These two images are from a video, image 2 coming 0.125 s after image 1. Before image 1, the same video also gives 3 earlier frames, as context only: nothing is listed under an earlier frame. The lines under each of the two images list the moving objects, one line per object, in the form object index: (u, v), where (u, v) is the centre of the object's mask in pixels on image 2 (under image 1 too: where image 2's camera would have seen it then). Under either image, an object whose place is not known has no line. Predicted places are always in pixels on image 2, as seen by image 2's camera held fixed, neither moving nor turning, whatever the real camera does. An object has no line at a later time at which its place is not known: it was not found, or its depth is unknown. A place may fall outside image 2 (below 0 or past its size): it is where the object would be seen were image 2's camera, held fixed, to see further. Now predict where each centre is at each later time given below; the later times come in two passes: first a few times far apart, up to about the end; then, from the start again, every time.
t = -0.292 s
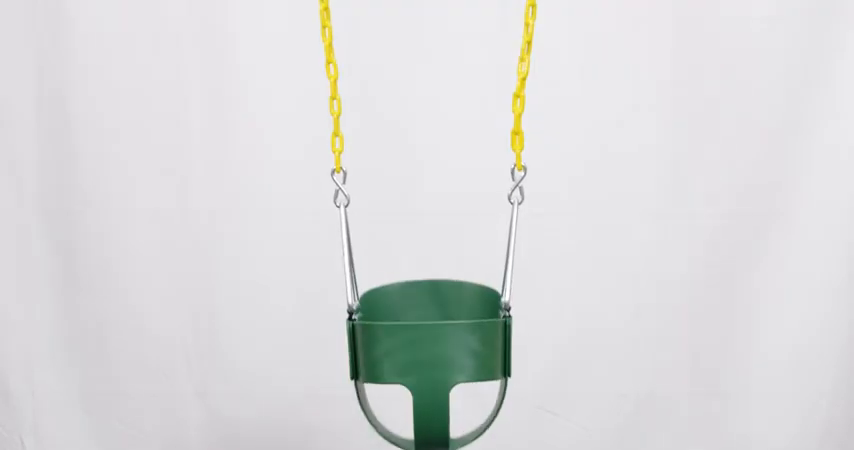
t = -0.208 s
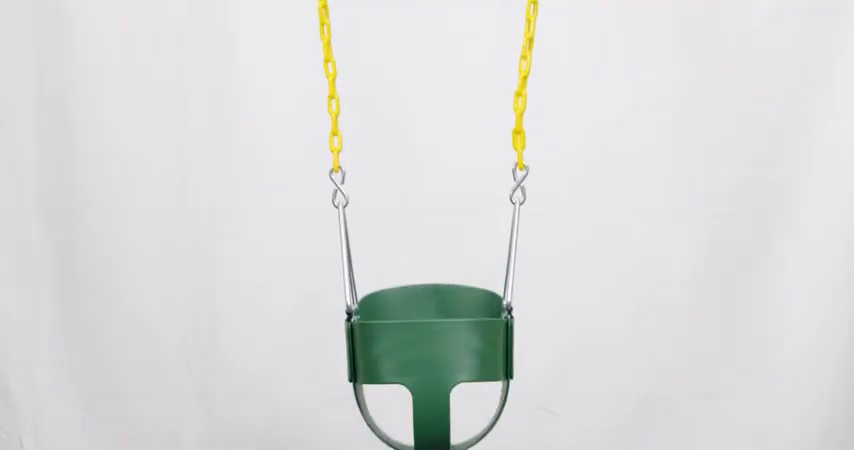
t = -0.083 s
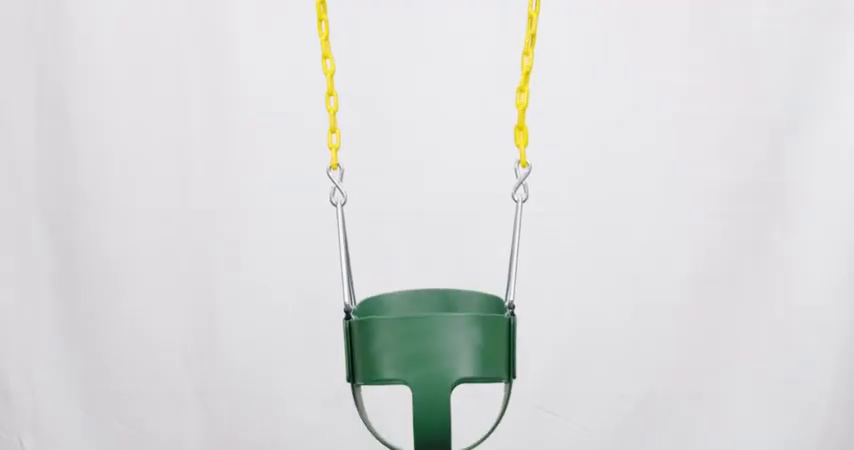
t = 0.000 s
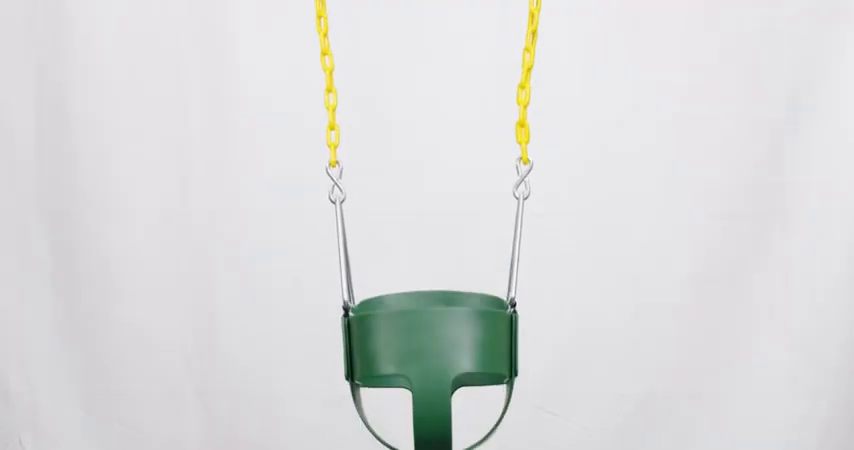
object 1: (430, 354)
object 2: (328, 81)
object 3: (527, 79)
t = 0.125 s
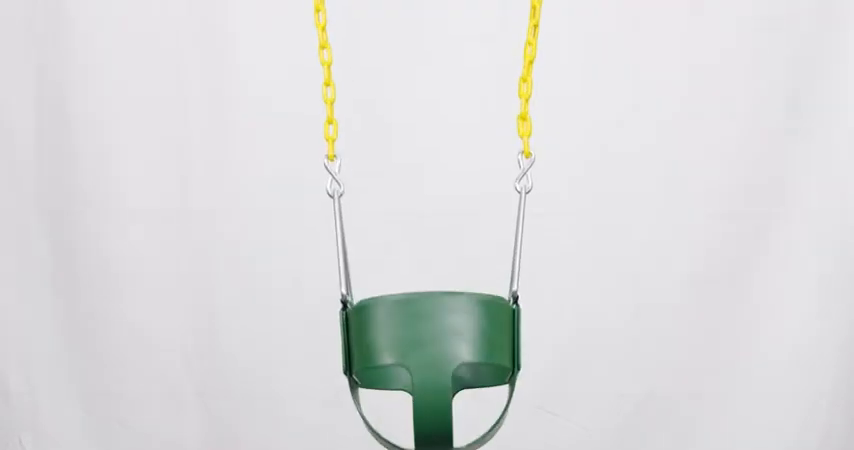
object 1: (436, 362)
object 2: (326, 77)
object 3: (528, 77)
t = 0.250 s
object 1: (432, 362)
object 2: (325, 74)
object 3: (529, 73)
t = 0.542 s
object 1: (432, 339)
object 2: (324, 64)
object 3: (531, 62)
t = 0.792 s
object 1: (432, 320)
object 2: (323, 56)
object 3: (532, 55)
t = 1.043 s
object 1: (433, 309)
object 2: (321, 52)
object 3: (532, 50)
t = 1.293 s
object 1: (432, 312)
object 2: (321, 53)
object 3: (532, 52)
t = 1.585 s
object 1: (432, 331)
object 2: (323, 61)
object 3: (531, 58)
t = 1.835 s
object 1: (431, 352)
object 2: (325, 69)
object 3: (529, 67)
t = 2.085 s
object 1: (435, 361)
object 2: (326, 77)
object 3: (527, 75)
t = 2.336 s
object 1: (429, 354)
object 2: (328, 82)
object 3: (525, 80)
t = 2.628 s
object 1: (431, 357)
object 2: (333, 84)
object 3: (523, 82)
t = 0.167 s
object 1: (432, 366)
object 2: (326, 77)
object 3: (528, 75)
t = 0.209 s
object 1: (432, 364)
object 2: (325, 75)
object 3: (528, 74)
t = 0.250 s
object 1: (432, 362)
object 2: (325, 74)
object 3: (529, 73)
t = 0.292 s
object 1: (432, 359)
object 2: (325, 73)
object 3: (529, 71)
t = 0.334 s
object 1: (432, 356)
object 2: (325, 71)
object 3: (530, 70)
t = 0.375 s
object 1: (432, 353)
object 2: (324, 70)
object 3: (530, 68)
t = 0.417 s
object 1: (432, 350)
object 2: (324, 69)
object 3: (530, 67)
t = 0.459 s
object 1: (432, 347)
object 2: (324, 67)
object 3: (530, 65)
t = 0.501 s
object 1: (432, 343)
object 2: (324, 65)
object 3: (531, 64)
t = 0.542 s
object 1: (432, 339)
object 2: (324, 64)
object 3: (531, 62)
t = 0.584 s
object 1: (433, 333)
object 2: (324, 61)
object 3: (531, 58)
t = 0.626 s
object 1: (432, 332)
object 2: (324, 61)
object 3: (531, 59)
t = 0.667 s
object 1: (432, 329)
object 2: (323, 60)
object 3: (531, 58)
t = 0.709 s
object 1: (433, 326)
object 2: (323, 59)
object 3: (531, 57)
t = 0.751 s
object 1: (433, 322)
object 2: (323, 58)
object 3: (532, 56)
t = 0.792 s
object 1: (432, 320)
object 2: (323, 56)
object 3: (532, 55)
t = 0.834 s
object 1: (432, 317)
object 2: (322, 55)
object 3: (532, 54)
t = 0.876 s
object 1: (433, 314)
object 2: (322, 54)
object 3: (532, 52)
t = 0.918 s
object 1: (432, 313)
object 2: (322, 53)
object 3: (532, 52)
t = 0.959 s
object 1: (432, 311)
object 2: (322, 53)
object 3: (532, 52)
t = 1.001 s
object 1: (432, 310)
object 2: (321, 53)
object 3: (532, 51)
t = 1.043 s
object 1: (433, 309)
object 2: (321, 52)
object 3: (532, 50)
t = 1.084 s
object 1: (432, 309)
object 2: (321, 52)
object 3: (532, 51)
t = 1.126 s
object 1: (432, 309)
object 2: (321, 52)
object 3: (532, 50)
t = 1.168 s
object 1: (432, 309)
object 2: (321, 52)
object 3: (532, 51)
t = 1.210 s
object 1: (432, 310)
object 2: (321, 53)
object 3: (532, 51)
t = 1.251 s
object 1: (432, 311)
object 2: (321, 53)
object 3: (532, 51)
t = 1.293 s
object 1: (432, 312)
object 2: (321, 53)
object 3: (532, 52)
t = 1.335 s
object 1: (432, 314)
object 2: (321, 54)
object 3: (532, 52)
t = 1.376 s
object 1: (432, 316)
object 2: (321, 55)
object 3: (532, 53)
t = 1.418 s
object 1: (432, 319)
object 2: (322, 55)
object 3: (532, 54)
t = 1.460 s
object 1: (432, 322)
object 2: (322, 57)
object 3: (532, 55)
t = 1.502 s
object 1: (432, 325)
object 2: (322, 58)
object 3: (532, 56)
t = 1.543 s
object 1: (432, 328)
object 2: (322, 60)
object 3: (531, 57)
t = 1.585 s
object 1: (432, 331)
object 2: (323, 61)
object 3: (531, 58)
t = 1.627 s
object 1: (432, 334)
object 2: (323, 62)
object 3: (531, 59)
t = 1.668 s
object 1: (432, 338)
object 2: (323, 63)
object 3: (531, 61)
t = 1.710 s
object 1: (432, 342)
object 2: (324, 65)
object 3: (530, 62)
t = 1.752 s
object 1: (432, 346)
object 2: (324, 66)
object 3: (530, 64)
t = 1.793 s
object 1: (431, 349)
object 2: (324, 67)
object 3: (530, 65)
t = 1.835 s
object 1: (431, 352)
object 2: (325, 69)
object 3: (529, 67)
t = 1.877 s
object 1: (431, 355)
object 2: (325, 70)
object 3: (529, 68)
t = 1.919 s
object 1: (431, 358)
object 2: (325, 71)
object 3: (528, 70)
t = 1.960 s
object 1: (431, 361)
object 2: (326, 73)
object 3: (528, 72)
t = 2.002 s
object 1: (431, 364)
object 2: (326, 74)
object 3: (528, 72)
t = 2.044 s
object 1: (431, 366)
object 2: (326, 76)
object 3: (527, 75)
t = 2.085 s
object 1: (435, 361)
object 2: (326, 77)
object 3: (527, 75)
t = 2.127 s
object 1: (430, 355)
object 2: (327, 78)
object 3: (527, 77)
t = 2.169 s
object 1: (430, 355)
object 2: (327, 79)
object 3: (527, 78)
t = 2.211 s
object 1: (430, 355)
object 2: (327, 79)
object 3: (526, 78)
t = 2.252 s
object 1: (429, 354)
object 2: (327, 81)
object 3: (526, 79)
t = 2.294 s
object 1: (429, 354)
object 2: (328, 82)
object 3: (526, 80)
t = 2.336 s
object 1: (429, 354)
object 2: (328, 82)
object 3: (525, 80)
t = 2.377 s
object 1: (434, 361)
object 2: (328, 83)
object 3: (525, 82)
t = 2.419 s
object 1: (430, 365)
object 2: (329, 82)
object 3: (525, 81)
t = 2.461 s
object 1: (430, 364)
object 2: (330, 83)
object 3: (524, 82)
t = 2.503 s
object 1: (430, 363)
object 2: (331, 83)
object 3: (524, 82)
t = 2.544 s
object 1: (430, 361)
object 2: (331, 83)
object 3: (524, 82)
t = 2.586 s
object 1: (430, 359)
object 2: (332, 84)
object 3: (523, 82)
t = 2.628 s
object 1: (431, 357)
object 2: (333, 84)
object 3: (523, 82)
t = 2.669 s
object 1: (430, 354)
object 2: (333, 83)
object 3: (522, 81)
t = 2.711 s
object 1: (430, 351)
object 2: (334, 83)
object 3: (521, 81)
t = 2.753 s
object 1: (430, 347)
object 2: (334, 82)
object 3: (521, 80)
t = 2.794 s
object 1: (430, 344)
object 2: (335, 81)
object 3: (520, 80)
